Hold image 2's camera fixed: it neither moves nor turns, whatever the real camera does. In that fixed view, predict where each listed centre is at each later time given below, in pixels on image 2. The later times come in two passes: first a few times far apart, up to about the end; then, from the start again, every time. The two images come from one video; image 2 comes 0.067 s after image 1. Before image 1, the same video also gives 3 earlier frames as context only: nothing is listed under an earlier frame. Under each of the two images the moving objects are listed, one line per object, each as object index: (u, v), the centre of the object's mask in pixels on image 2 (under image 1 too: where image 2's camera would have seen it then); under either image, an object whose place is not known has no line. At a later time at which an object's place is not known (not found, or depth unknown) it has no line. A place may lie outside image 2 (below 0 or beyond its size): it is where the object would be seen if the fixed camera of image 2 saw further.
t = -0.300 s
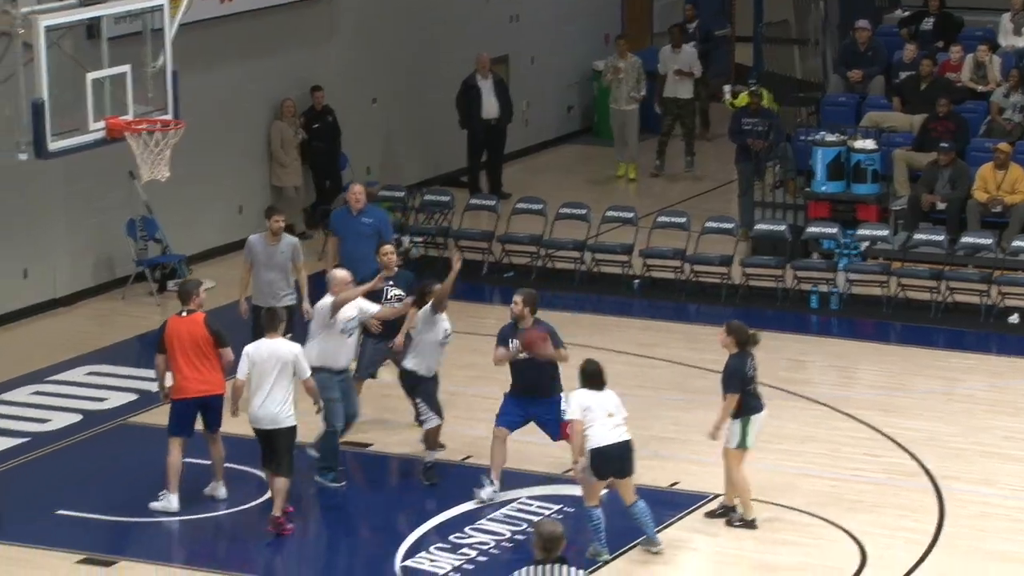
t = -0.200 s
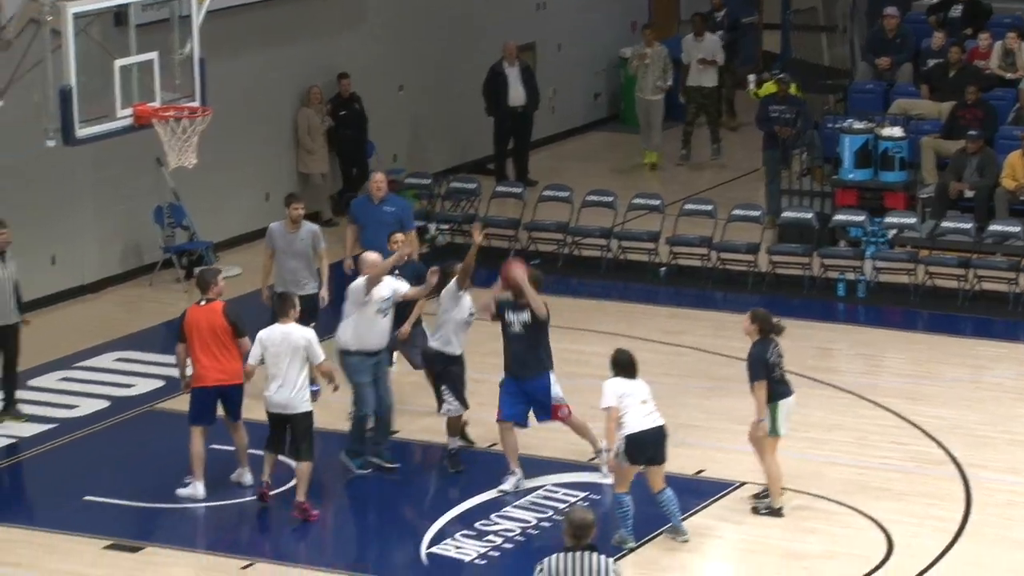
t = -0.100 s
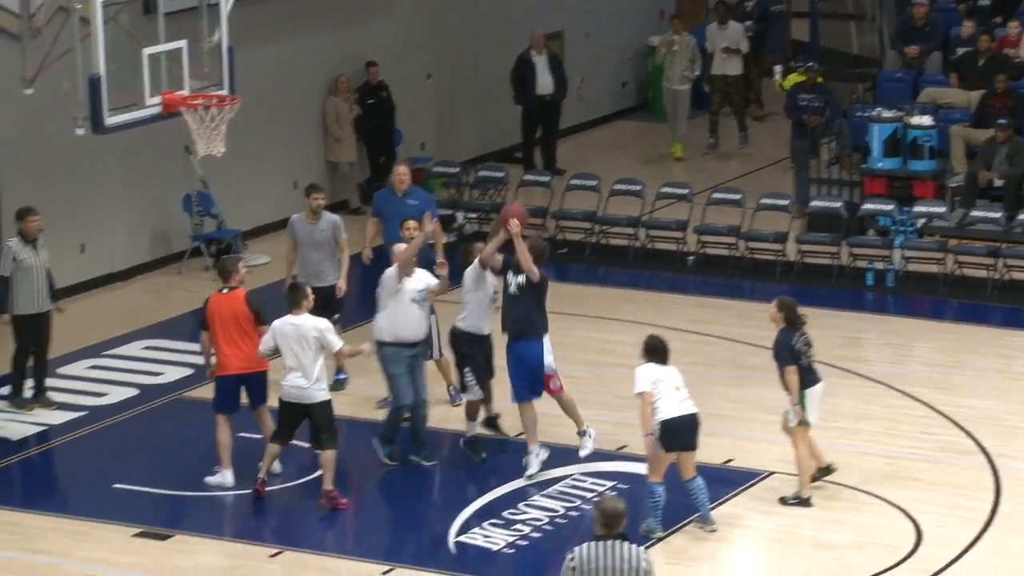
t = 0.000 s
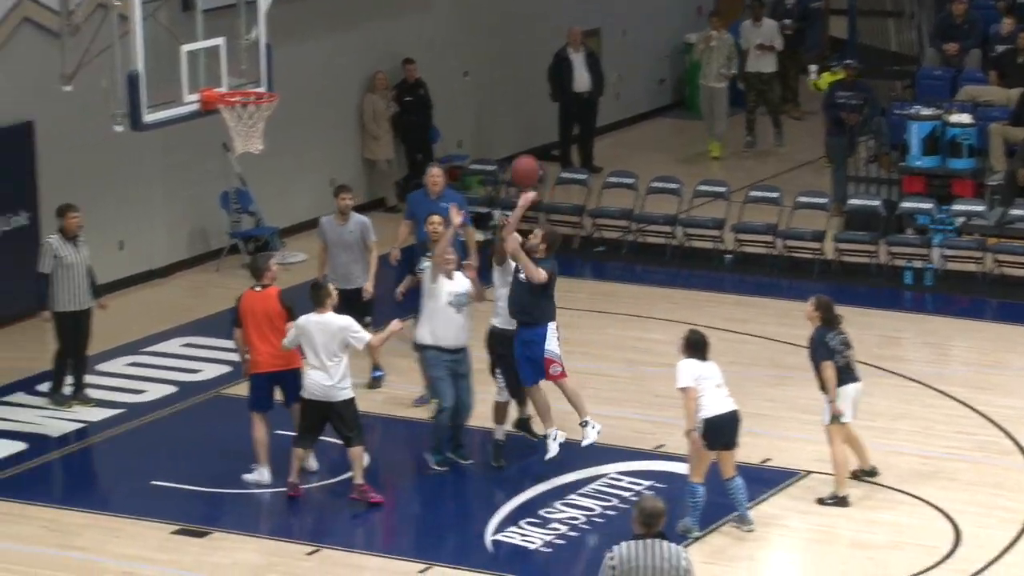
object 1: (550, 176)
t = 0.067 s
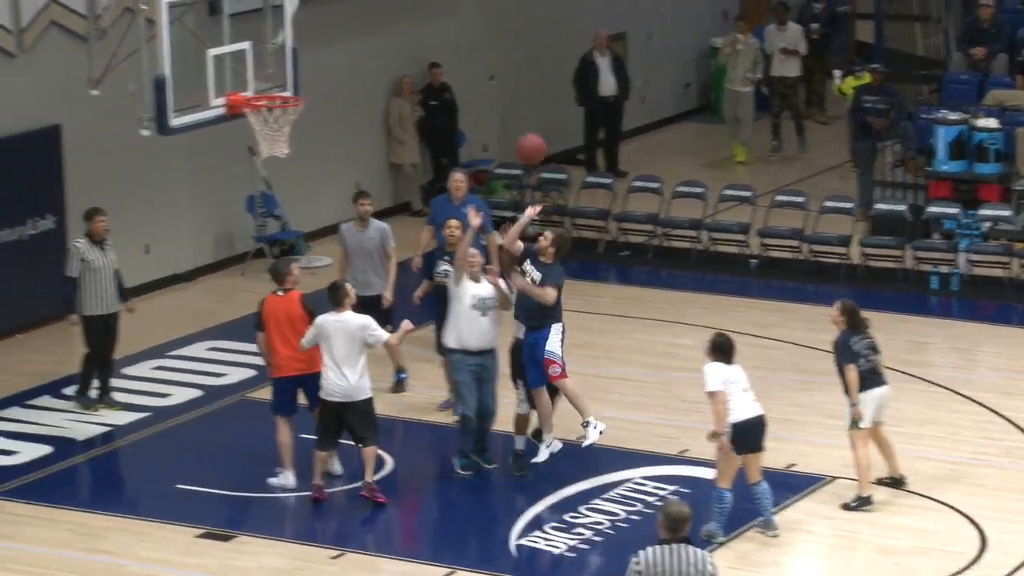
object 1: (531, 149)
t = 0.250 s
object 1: (477, 104)
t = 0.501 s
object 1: (404, 109)
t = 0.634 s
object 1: (363, 146)
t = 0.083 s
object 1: (526, 142)
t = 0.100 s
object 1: (521, 137)
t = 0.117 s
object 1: (517, 132)
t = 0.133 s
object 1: (512, 128)
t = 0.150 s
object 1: (507, 124)
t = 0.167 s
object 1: (502, 119)
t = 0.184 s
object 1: (497, 116)
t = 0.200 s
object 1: (492, 112)
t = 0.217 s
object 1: (487, 109)
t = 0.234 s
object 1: (482, 106)
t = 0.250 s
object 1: (477, 104)
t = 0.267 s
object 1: (473, 102)
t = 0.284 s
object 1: (468, 100)
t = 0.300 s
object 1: (463, 99)
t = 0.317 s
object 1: (458, 98)
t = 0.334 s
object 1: (453, 97)
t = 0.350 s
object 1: (448, 97)
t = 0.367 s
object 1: (444, 97)
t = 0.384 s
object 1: (438, 98)
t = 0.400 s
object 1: (433, 98)
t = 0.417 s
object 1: (428, 99)
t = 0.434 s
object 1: (423, 100)
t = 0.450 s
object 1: (418, 102)
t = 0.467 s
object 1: (414, 104)
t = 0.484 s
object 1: (409, 106)
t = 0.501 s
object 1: (404, 109)
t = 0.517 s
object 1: (399, 112)
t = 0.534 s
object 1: (394, 117)
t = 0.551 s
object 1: (388, 120)
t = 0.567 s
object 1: (383, 125)
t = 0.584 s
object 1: (378, 130)
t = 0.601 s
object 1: (373, 135)
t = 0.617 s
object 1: (368, 140)
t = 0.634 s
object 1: (363, 146)
